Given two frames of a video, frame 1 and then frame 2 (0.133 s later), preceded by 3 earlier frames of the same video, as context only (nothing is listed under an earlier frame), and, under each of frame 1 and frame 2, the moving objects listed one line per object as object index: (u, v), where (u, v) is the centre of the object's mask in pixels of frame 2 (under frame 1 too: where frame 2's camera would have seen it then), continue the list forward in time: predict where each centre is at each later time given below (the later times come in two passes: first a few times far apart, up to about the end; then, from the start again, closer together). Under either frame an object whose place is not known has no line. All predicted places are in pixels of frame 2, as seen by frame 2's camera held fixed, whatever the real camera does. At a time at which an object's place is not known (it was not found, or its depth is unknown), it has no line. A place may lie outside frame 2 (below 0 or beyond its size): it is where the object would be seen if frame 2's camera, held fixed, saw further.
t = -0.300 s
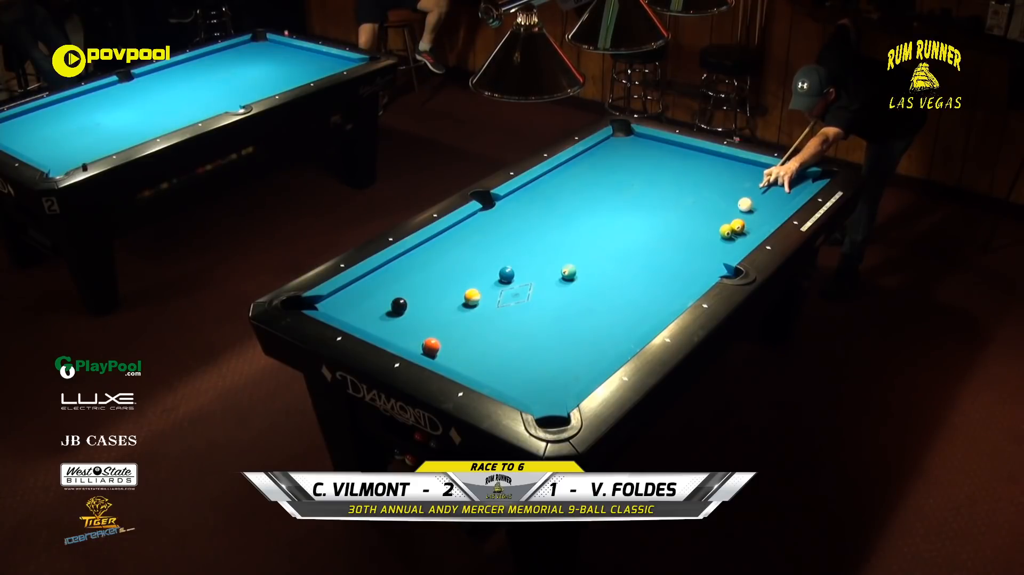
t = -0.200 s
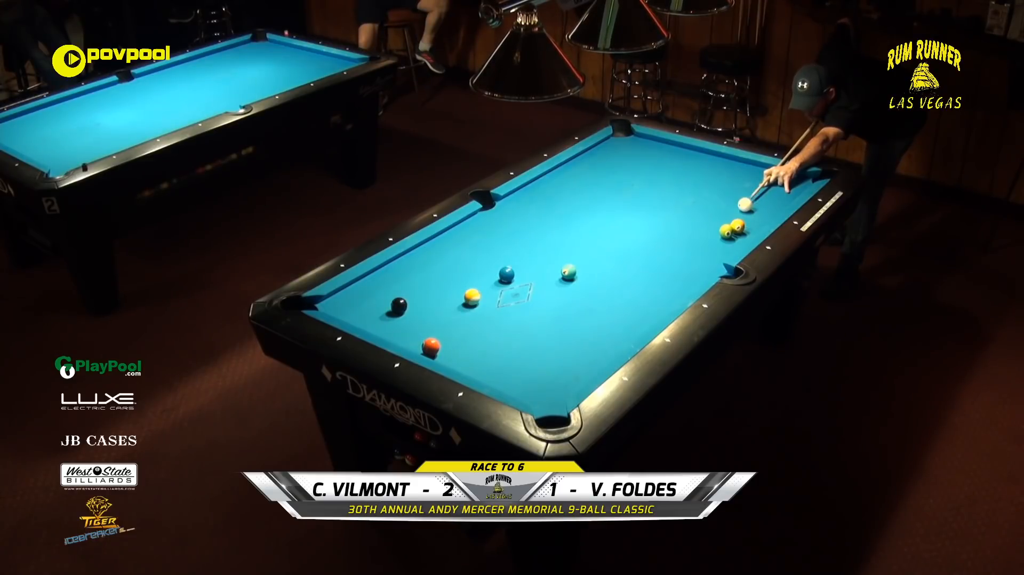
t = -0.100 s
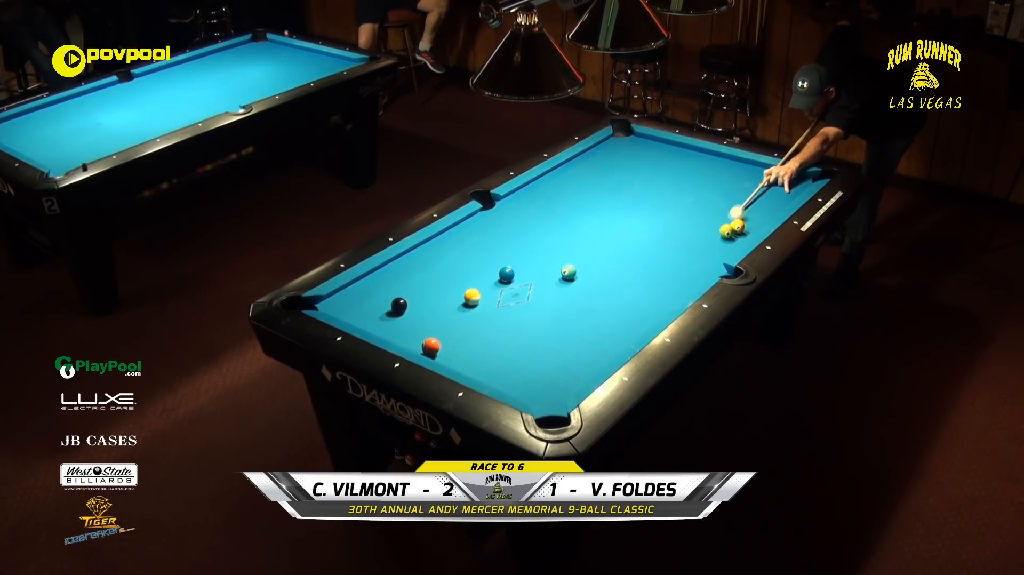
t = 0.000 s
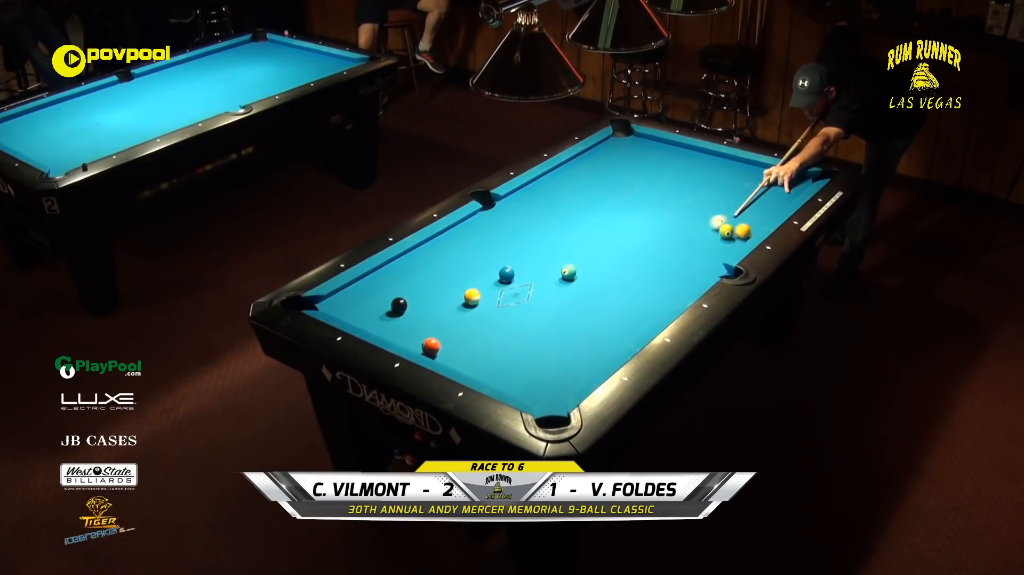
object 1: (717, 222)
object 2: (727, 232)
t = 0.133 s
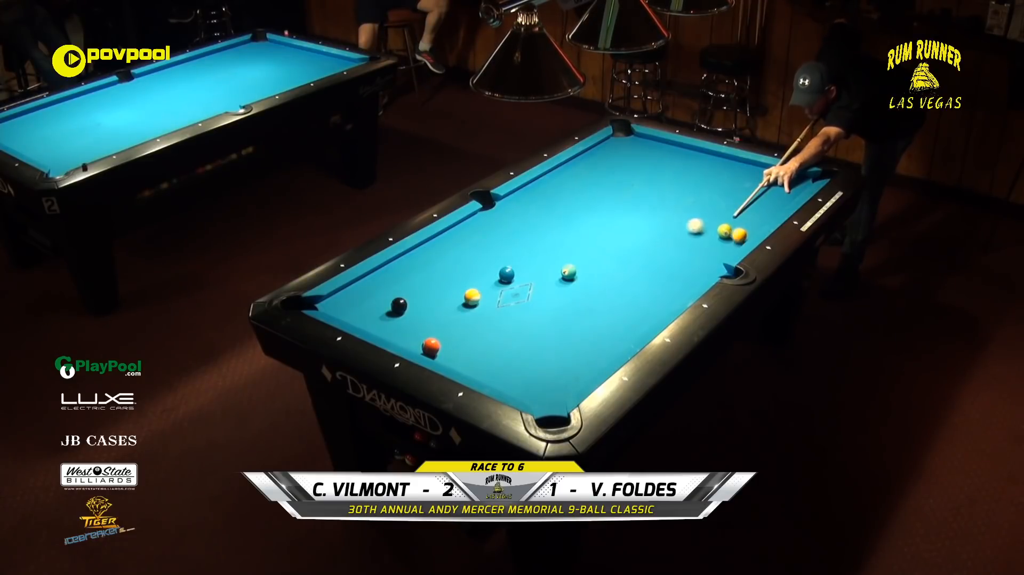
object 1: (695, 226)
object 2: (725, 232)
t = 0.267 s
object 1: (676, 228)
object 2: (718, 230)
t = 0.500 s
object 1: (643, 232)
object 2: (706, 228)
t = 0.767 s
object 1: (605, 236)
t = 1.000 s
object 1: (573, 240)
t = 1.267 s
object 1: (538, 244)
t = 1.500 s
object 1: (509, 248)
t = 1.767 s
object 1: (476, 251)
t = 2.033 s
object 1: (444, 255)
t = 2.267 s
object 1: (418, 257)
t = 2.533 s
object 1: (399, 263)
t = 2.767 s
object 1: (396, 270)
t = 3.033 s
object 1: (393, 277)
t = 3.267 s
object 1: (390, 283)
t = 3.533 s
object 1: (388, 289)
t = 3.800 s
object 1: (385, 293)
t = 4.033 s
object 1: (383, 297)
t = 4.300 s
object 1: (382, 300)
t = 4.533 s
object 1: (381, 303)
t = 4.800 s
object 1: (379, 305)
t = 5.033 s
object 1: (378, 306)
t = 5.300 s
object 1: (378, 307)
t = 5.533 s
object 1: (378, 307)
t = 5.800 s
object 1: (378, 307)
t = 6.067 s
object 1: (378, 307)
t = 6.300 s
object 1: (378, 307)
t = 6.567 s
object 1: (377, 307)
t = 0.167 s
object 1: (690, 227)
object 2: (723, 231)
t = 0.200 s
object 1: (685, 227)
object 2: (721, 231)
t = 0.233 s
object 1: (681, 228)
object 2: (719, 231)
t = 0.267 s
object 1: (676, 228)
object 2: (718, 230)
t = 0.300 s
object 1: (671, 229)
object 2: (716, 230)
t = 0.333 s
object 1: (666, 230)
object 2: (714, 230)
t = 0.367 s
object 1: (661, 230)
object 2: (713, 229)
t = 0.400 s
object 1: (657, 231)
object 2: (711, 229)
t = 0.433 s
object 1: (652, 231)
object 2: (709, 229)
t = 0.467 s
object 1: (647, 232)
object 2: (708, 228)
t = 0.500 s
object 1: (643, 232)
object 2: (706, 228)
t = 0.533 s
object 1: (638, 233)
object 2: (705, 227)
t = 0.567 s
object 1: (633, 233)
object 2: (703, 227)
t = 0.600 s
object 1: (629, 234)
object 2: (702, 227)
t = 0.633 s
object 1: (624, 234)
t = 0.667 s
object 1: (619, 235)
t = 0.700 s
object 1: (614, 235)
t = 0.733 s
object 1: (609, 236)
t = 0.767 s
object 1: (605, 236)
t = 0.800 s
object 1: (600, 237)
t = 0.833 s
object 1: (596, 238)
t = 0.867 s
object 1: (591, 238)
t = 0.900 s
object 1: (587, 239)
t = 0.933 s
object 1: (582, 239)
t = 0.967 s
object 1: (578, 239)
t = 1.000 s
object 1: (573, 240)
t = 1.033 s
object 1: (569, 240)
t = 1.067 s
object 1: (564, 241)
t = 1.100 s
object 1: (560, 241)
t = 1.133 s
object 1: (556, 242)
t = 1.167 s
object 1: (551, 242)
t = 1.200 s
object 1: (547, 243)
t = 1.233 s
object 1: (542, 243)
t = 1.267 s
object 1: (538, 244)
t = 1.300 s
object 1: (534, 244)
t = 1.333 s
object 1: (530, 245)
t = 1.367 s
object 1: (525, 245)
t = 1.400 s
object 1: (521, 246)
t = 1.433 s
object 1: (517, 246)
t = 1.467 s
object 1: (513, 247)
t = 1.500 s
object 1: (509, 248)
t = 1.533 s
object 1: (504, 248)
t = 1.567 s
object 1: (500, 249)
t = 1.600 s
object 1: (496, 249)
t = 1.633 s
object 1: (492, 249)
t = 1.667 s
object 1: (488, 250)
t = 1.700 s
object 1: (484, 250)
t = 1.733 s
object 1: (480, 251)
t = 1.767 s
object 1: (476, 251)
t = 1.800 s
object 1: (472, 252)
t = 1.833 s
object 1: (468, 252)
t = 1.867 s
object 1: (464, 253)
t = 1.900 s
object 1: (460, 253)
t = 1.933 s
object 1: (456, 254)
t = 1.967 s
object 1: (452, 254)
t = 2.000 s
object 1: (448, 254)
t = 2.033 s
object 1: (444, 255)
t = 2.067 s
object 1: (441, 255)
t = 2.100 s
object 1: (437, 256)
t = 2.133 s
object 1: (433, 256)
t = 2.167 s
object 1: (429, 256)
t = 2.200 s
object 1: (426, 257)
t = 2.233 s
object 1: (422, 257)
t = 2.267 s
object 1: (418, 257)
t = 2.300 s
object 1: (414, 258)
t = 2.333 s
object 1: (411, 259)
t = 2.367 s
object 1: (407, 259)
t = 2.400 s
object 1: (403, 259)
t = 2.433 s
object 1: (400, 260)
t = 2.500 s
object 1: (399, 262)
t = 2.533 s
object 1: (399, 263)
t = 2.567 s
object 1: (398, 264)
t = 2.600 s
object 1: (398, 265)
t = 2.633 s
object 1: (397, 266)
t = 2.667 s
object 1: (397, 267)
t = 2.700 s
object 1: (396, 268)
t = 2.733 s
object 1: (396, 269)
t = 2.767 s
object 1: (396, 270)
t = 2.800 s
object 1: (395, 271)
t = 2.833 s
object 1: (395, 271)
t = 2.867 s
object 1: (395, 272)
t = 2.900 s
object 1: (394, 273)
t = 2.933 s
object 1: (394, 274)
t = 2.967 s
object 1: (394, 275)
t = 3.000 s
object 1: (393, 276)
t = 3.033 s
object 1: (393, 277)
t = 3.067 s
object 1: (392, 278)
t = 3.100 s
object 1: (392, 278)
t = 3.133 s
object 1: (392, 279)
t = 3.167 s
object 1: (391, 280)
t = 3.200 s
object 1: (391, 281)
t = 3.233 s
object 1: (391, 282)
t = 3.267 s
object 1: (390, 283)
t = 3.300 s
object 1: (390, 283)
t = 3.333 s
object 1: (390, 284)
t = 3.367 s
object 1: (389, 285)
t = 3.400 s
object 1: (389, 286)
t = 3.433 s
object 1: (389, 286)
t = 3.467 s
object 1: (388, 287)
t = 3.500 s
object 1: (388, 288)
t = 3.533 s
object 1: (388, 289)
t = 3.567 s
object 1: (387, 289)
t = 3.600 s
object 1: (387, 290)
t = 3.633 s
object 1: (386, 290)
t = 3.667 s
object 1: (386, 291)
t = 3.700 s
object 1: (386, 292)
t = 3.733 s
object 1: (386, 292)
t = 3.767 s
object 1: (385, 293)
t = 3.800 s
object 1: (385, 293)
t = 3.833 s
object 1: (385, 294)
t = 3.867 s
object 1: (384, 295)
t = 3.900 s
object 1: (384, 295)
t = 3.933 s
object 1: (384, 296)
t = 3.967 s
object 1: (384, 296)
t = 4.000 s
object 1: (383, 297)
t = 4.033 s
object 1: (383, 297)
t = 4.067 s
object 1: (383, 298)
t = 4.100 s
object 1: (383, 298)
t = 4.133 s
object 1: (382, 299)
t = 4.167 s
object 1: (382, 299)
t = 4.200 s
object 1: (382, 300)
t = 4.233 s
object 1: (382, 300)
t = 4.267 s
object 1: (382, 300)
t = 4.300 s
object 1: (382, 300)
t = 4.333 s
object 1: (381, 301)
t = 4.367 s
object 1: (381, 301)
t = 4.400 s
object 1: (381, 301)
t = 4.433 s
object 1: (381, 302)
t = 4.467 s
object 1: (381, 302)
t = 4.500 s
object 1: (381, 302)
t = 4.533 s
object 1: (381, 303)
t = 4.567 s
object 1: (380, 303)
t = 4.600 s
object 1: (380, 303)
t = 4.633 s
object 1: (380, 303)
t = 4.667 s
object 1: (380, 304)
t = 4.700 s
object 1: (380, 304)
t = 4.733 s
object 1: (380, 304)
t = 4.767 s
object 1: (380, 304)
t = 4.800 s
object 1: (379, 305)
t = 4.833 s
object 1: (379, 305)
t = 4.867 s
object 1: (379, 305)
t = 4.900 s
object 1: (379, 305)
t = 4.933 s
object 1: (379, 305)
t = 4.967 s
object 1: (379, 306)
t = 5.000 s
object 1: (378, 306)
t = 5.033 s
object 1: (378, 306)
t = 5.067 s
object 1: (378, 306)
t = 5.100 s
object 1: (378, 306)
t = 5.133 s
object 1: (378, 306)
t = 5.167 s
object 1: (378, 306)
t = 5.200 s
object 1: (378, 306)
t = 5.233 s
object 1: (378, 307)
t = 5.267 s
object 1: (378, 307)
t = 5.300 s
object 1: (378, 307)
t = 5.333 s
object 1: (378, 307)
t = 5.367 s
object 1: (378, 307)
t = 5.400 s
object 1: (378, 307)
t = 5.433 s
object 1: (378, 307)
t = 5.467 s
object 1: (378, 307)
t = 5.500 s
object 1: (378, 307)
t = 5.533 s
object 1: (378, 307)
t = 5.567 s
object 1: (378, 307)
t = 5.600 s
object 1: (378, 307)
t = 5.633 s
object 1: (378, 307)
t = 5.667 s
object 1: (378, 307)
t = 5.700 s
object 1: (378, 307)
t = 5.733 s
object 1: (378, 307)
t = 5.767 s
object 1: (378, 307)
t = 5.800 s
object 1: (378, 307)
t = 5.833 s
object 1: (378, 307)
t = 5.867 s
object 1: (378, 307)
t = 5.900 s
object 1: (378, 307)
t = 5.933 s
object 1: (378, 307)
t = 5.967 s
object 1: (378, 307)
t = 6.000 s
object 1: (378, 307)
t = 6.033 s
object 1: (378, 307)
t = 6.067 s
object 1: (378, 307)
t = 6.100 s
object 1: (378, 307)
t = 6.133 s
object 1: (378, 306)
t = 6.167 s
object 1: (378, 307)
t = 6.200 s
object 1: (378, 307)
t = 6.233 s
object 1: (378, 307)
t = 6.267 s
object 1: (377, 307)
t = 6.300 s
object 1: (378, 307)
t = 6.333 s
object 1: (378, 307)
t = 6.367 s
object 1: (378, 307)
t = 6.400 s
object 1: (378, 307)
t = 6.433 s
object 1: (378, 307)
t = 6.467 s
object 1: (378, 307)
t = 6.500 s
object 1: (378, 307)
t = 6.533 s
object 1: (378, 307)
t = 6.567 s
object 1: (377, 307)
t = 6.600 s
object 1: (375, 307)
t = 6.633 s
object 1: (373, 308)
